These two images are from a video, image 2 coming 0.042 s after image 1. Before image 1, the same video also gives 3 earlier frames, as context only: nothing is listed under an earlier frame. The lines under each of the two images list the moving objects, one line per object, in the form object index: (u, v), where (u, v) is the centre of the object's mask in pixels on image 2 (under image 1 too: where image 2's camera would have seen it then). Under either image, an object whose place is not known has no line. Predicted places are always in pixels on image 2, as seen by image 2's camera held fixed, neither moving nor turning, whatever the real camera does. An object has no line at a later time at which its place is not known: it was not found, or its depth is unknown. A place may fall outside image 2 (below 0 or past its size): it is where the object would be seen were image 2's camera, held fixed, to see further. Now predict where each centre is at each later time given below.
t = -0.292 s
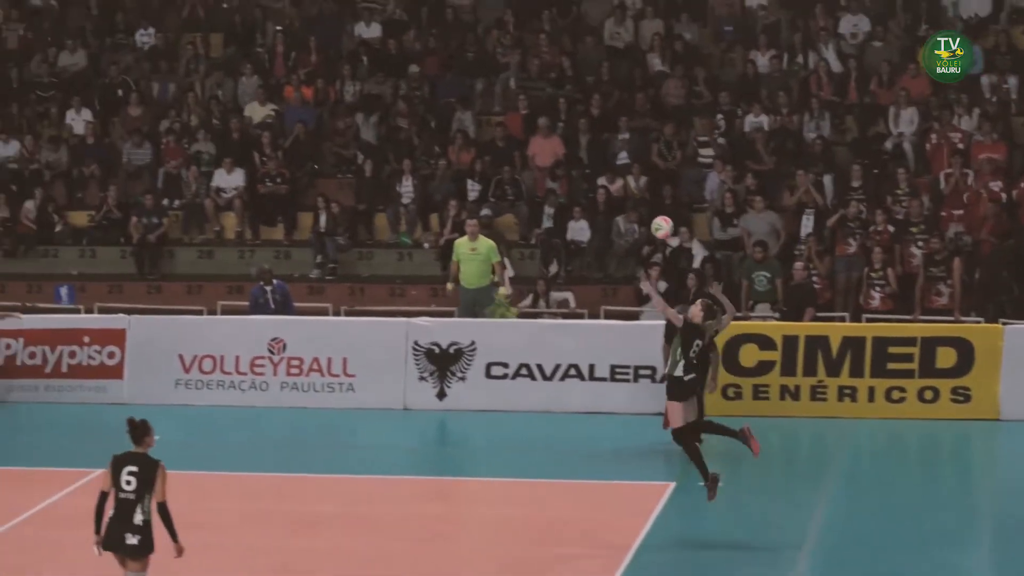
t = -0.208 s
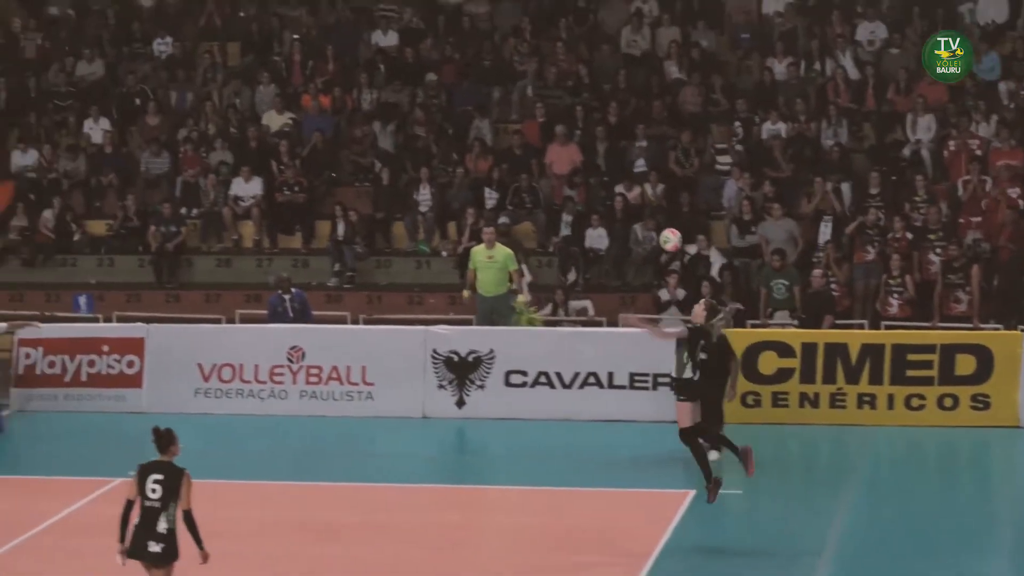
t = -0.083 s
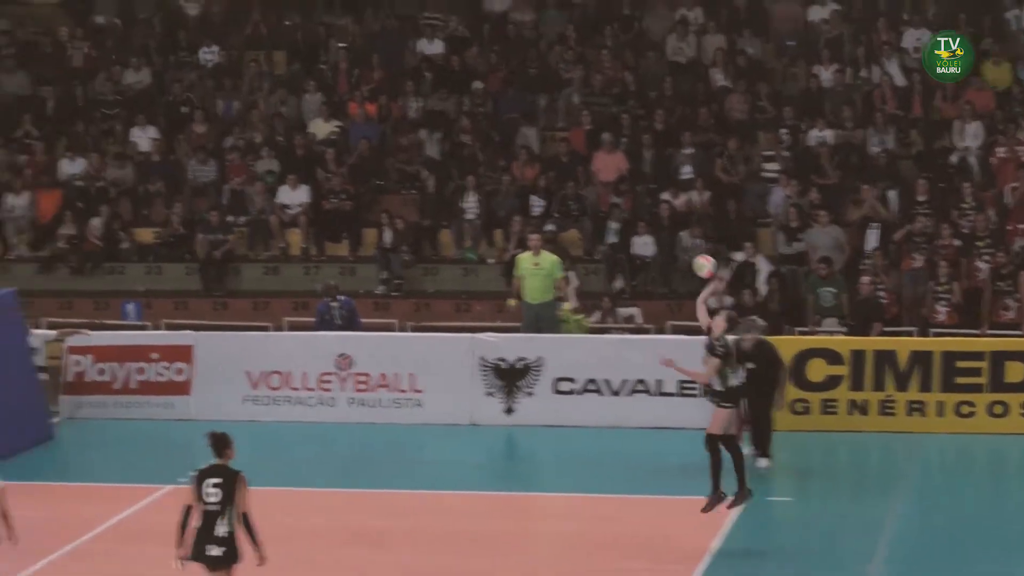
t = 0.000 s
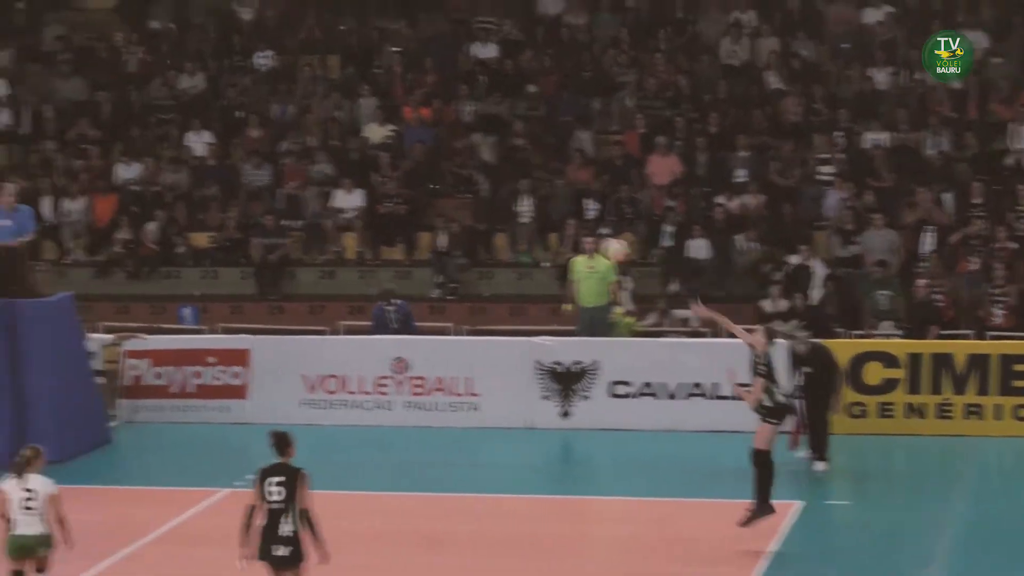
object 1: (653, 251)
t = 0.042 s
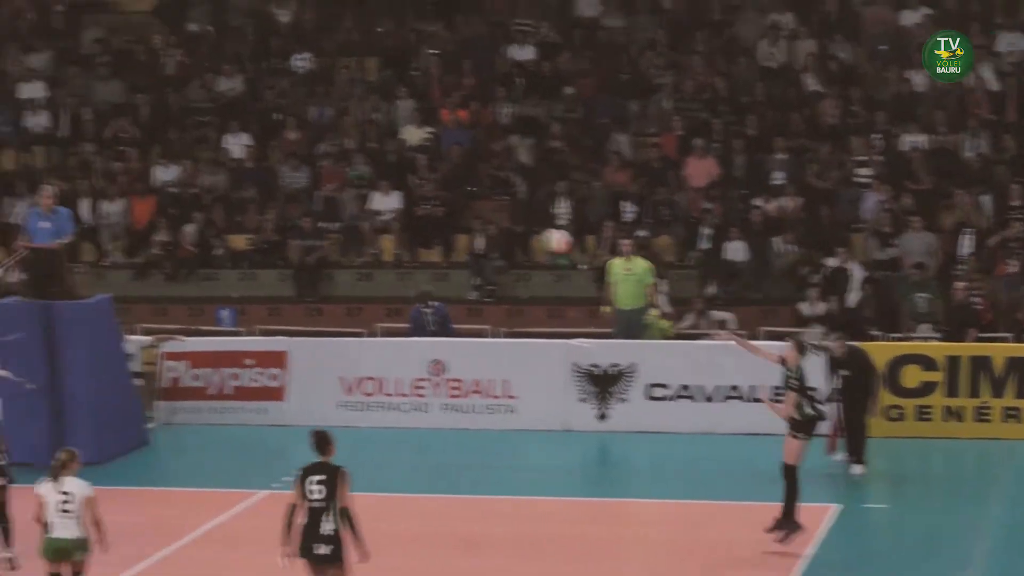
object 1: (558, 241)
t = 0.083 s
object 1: (496, 234)
